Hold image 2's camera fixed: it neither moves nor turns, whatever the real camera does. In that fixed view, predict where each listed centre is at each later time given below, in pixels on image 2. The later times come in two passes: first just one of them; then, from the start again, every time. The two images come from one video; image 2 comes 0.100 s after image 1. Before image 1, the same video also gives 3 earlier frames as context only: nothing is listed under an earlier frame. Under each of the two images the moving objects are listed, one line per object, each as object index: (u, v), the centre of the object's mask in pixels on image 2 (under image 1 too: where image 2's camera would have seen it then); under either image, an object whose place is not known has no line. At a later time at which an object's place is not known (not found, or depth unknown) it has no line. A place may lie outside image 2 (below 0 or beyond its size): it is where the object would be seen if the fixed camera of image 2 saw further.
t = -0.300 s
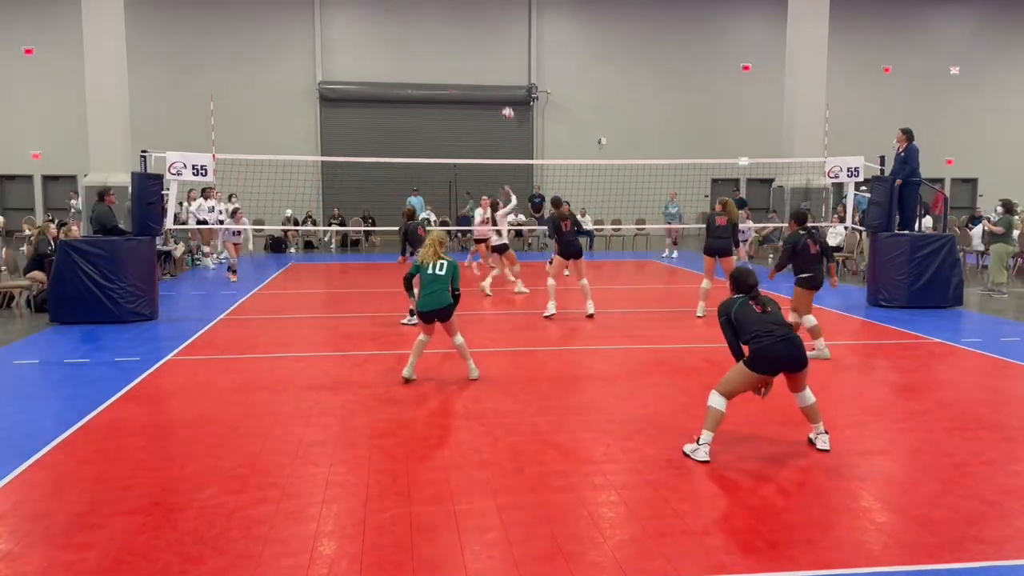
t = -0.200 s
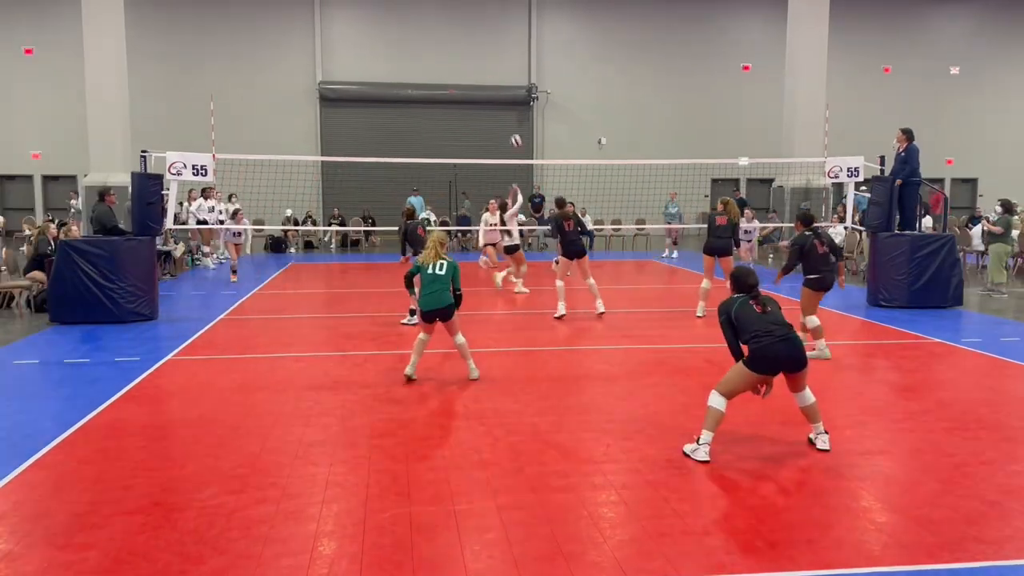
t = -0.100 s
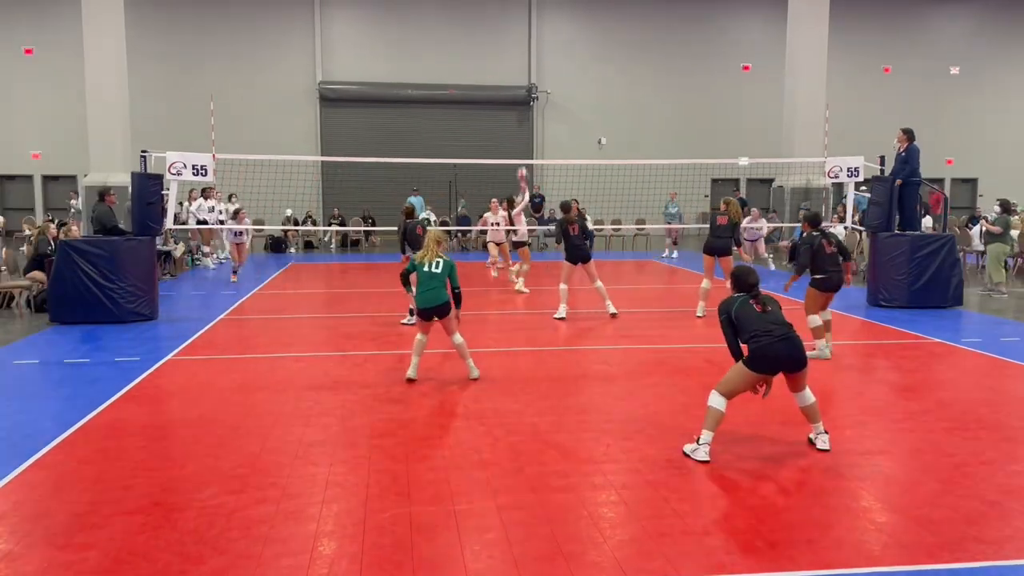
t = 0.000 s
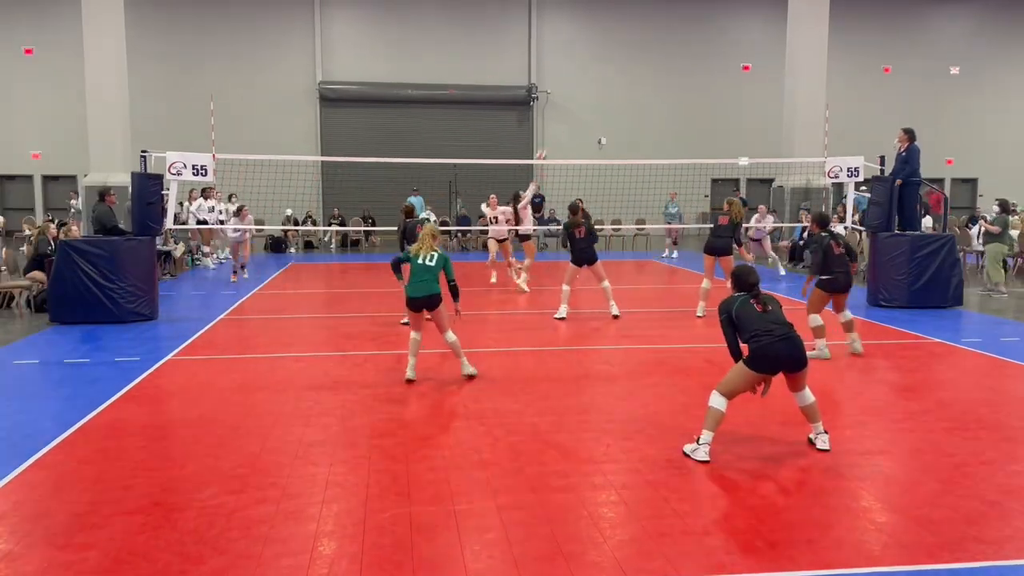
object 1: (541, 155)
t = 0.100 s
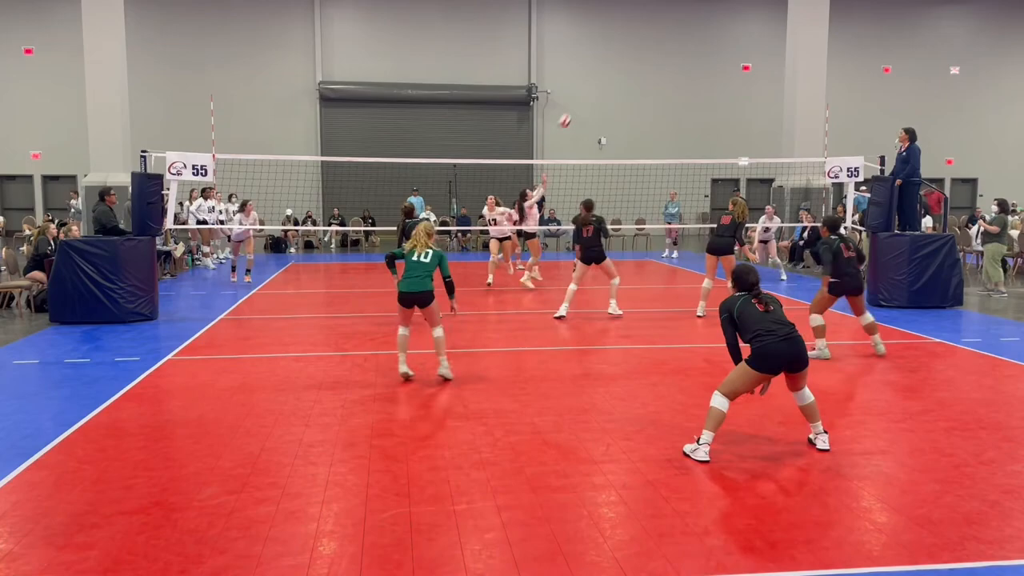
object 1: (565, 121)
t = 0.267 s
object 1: (604, 78)
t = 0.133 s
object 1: (573, 110)
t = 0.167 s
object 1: (581, 101)
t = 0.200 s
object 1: (588, 92)
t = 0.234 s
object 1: (596, 84)
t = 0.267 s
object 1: (604, 78)
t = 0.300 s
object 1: (611, 71)
